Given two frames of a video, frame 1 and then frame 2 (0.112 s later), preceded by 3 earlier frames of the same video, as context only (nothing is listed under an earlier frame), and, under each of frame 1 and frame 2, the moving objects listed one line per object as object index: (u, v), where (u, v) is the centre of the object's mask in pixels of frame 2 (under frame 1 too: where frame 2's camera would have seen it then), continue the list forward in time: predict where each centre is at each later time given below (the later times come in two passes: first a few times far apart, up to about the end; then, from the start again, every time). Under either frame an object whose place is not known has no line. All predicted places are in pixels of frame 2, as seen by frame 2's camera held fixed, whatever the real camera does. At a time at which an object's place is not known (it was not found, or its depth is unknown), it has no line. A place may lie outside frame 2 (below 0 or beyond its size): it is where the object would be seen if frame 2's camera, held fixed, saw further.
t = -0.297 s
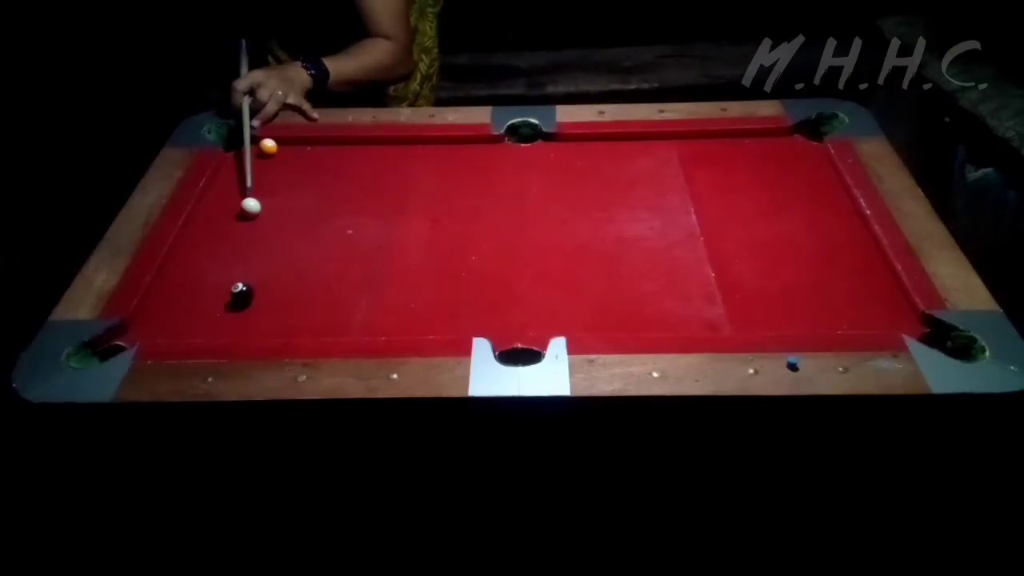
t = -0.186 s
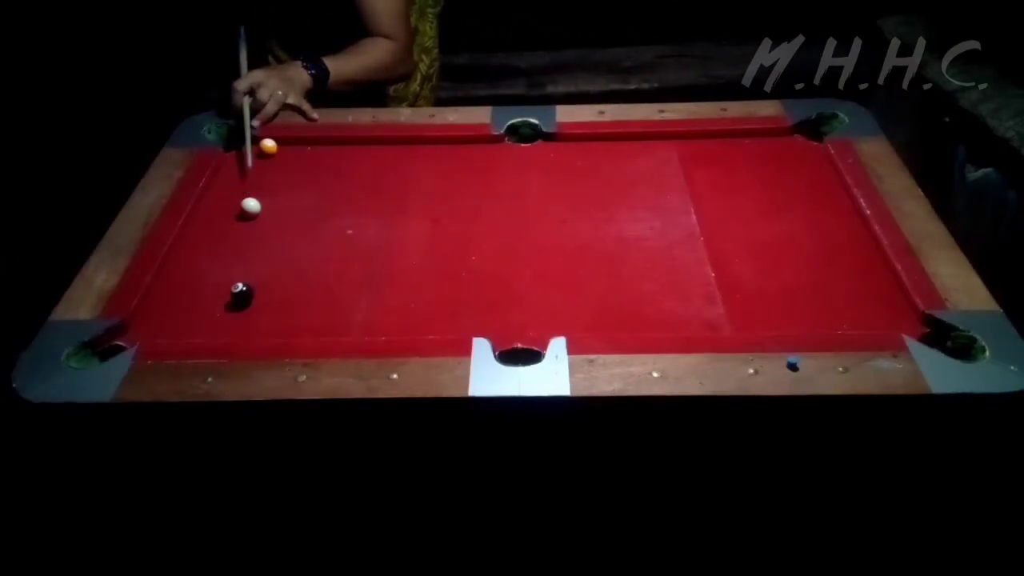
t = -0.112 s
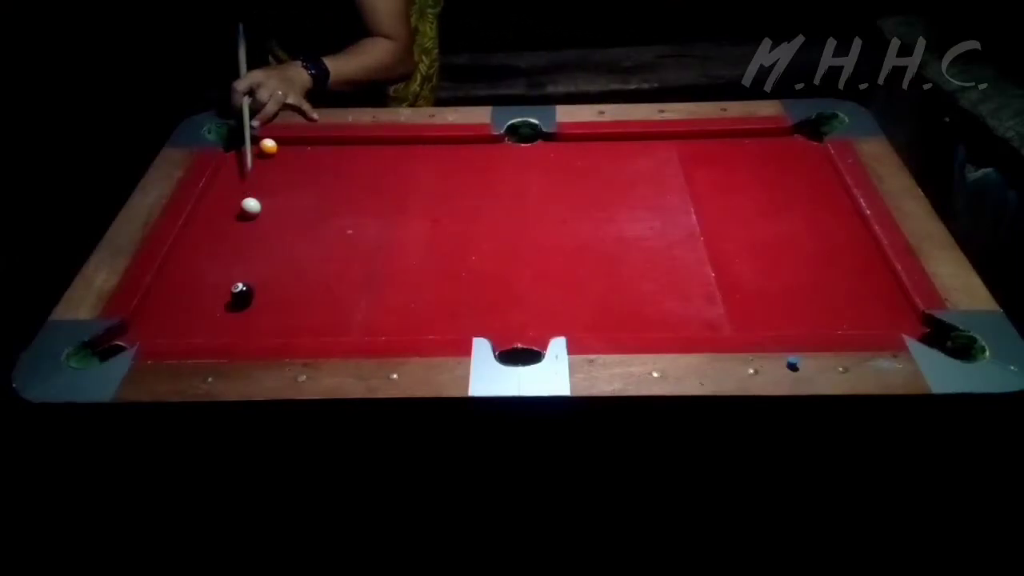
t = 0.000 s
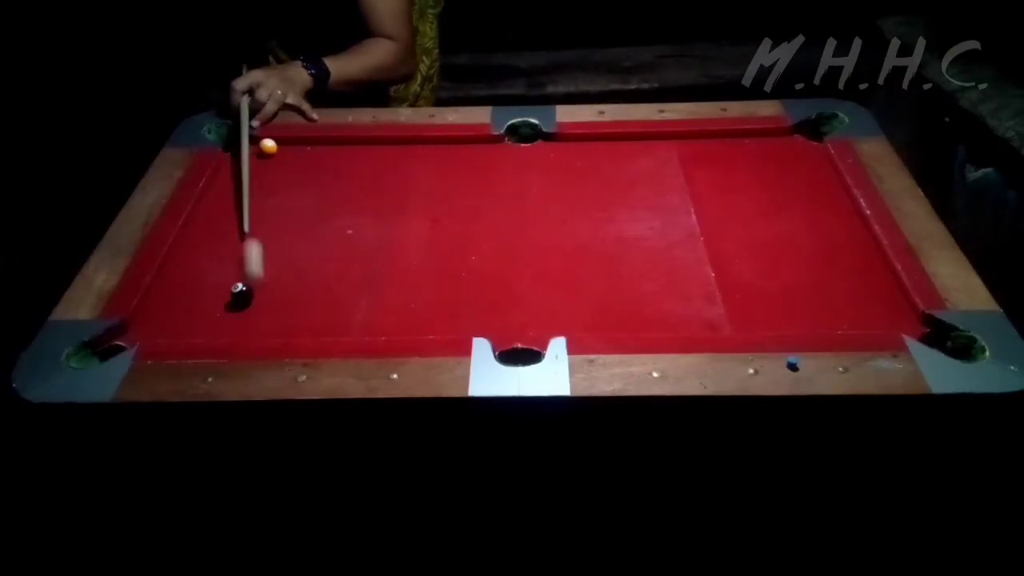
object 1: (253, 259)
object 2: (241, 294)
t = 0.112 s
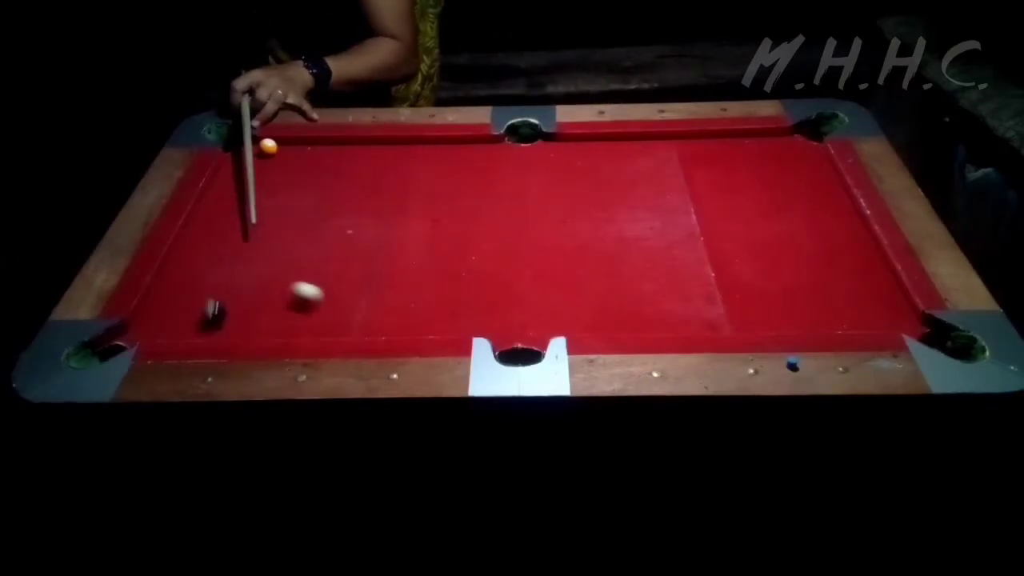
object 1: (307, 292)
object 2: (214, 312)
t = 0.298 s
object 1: (394, 322)
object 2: (219, 260)
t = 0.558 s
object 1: (497, 318)
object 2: (224, 205)
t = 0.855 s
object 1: (594, 310)
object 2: (228, 158)
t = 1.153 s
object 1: (673, 304)
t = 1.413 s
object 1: (730, 301)
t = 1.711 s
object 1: (779, 301)
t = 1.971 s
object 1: (809, 302)
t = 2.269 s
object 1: (828, 304)
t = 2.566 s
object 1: (831, 305)
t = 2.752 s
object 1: (831, 305)
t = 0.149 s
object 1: (325, 298)
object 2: (216, 299)
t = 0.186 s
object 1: (342, 303)
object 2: (216, 290)
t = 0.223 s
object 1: (359, 310)
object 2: (218, 279)
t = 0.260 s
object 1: (377, 316)
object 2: (218, 270)
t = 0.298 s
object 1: (394, 322)
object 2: (219, 260)
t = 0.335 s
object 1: (412, 326)
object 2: (221, 251)
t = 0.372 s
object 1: (427, 325)
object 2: (222, 242)
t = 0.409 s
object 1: (442, 324)
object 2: (222, 235)
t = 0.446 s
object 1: (456, 322)
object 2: (223, 226)
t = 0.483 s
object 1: (470, 321)
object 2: (223, 220)
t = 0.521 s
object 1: (484, 320)
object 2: (224, 212)
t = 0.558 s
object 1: (497, 318)
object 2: (224, 205)
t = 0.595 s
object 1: (510, 317)
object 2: (224, 199)
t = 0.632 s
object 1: (523, 316)
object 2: (225, 191)
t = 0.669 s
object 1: (535, 314)
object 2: (225, 187)
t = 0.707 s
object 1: (548, 313)
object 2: (226, 179)
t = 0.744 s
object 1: (560, 312)
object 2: (227, 174)
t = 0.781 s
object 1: (571, 312)
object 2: (227, 168)
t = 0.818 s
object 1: (583, 311)
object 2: (227, 162)
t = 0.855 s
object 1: (594, 310)
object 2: (228, 158)
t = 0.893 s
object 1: (605, 309)
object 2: (232, 154)
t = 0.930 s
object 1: (615, 308)
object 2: (234, 150)
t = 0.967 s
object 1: (625, 307)
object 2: (236, 144)
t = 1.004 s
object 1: (636, 306)
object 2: (239, 138)
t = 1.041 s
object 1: (645, 305)
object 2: (239, 140)
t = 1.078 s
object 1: (655, 305)
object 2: (237, 142)
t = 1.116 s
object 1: (664, 304)
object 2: (234, 146)
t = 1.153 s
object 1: (673, 304)
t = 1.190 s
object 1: (682, 303)
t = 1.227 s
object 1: (691, 303)
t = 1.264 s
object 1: (699, 303)
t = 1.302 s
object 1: (707, 302)
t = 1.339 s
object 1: (715, 301)
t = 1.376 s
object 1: (723, 301)
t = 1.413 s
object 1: (730, 301)
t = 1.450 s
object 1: (737, 300)
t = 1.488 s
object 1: (744, 300)
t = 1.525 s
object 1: (750, 300)
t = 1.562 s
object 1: (757, 300)
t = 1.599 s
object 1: (763, 300)
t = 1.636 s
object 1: (768, 300)
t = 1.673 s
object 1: (774, 300)
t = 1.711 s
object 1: (779, 301)
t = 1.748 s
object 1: (784, 301)
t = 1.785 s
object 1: (789, 301)
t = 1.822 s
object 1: (794, 301)
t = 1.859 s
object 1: (798, 302)
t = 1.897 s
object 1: (801, 302)
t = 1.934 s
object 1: (805, 302)
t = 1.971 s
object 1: (809, 302)
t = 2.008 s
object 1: (812, 302)
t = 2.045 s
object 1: (815, 303)
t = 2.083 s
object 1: (817, 303)
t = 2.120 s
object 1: (820, 303)
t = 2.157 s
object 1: (822, 304)
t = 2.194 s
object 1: (824, 304)
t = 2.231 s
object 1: (826, 304)
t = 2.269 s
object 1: (828, 304)
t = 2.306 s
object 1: (829, 305)
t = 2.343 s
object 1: (830, 305)
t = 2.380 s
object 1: (831, 305)
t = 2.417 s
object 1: (831, 305)
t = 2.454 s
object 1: (831, 305)
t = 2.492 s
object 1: (831, 305)
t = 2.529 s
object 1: (831, 305)
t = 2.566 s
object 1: (831, 305)
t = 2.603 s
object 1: (831, 305)
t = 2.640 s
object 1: (831, 305)
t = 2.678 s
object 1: (831, 305)
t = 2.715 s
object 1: (831, 305)
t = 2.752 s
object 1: (831, 305)
